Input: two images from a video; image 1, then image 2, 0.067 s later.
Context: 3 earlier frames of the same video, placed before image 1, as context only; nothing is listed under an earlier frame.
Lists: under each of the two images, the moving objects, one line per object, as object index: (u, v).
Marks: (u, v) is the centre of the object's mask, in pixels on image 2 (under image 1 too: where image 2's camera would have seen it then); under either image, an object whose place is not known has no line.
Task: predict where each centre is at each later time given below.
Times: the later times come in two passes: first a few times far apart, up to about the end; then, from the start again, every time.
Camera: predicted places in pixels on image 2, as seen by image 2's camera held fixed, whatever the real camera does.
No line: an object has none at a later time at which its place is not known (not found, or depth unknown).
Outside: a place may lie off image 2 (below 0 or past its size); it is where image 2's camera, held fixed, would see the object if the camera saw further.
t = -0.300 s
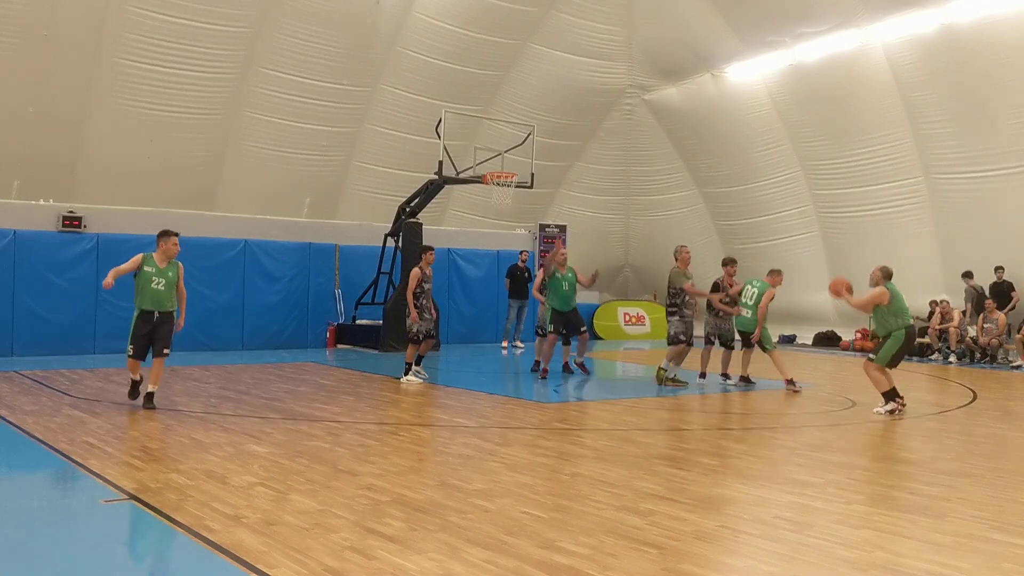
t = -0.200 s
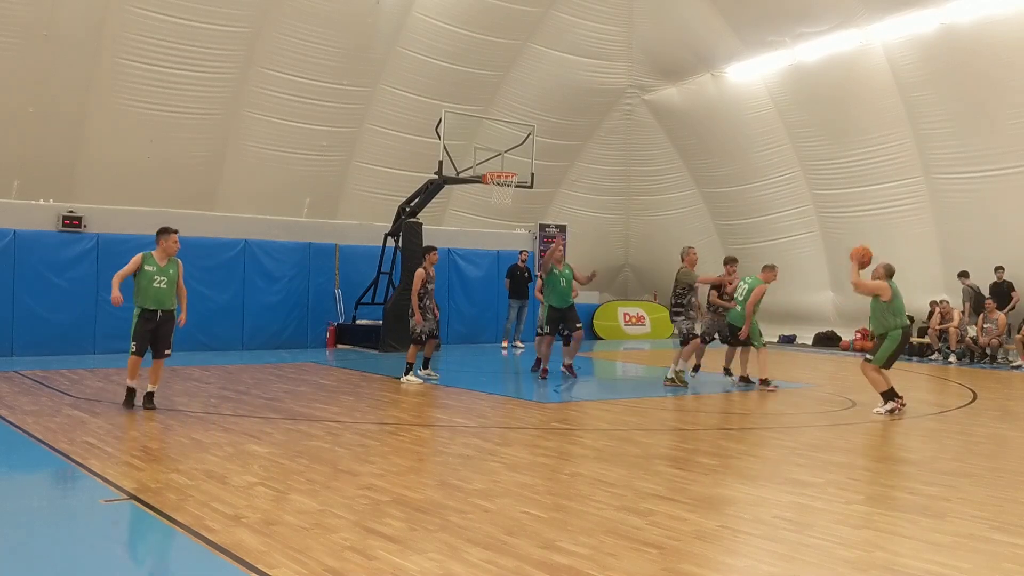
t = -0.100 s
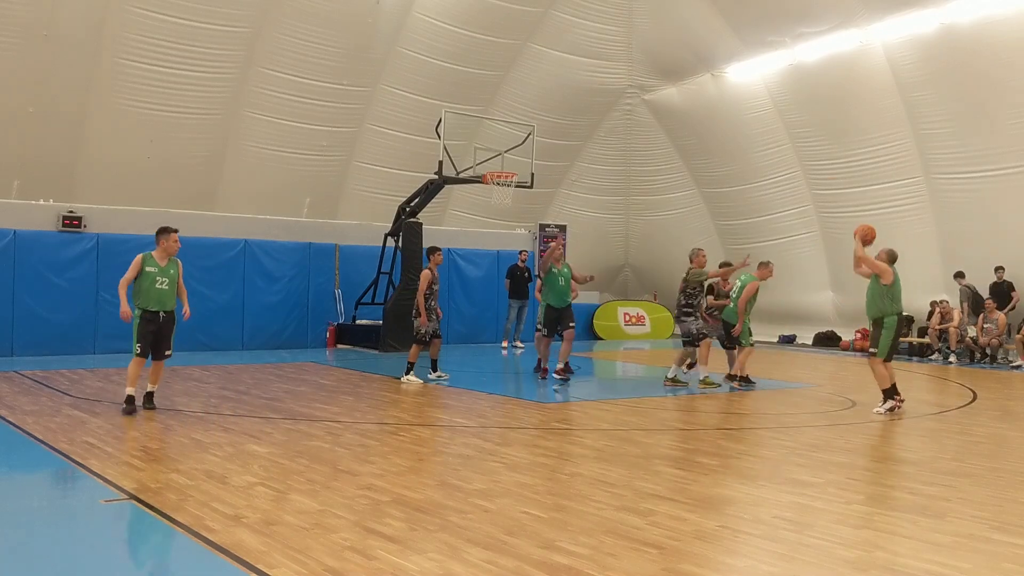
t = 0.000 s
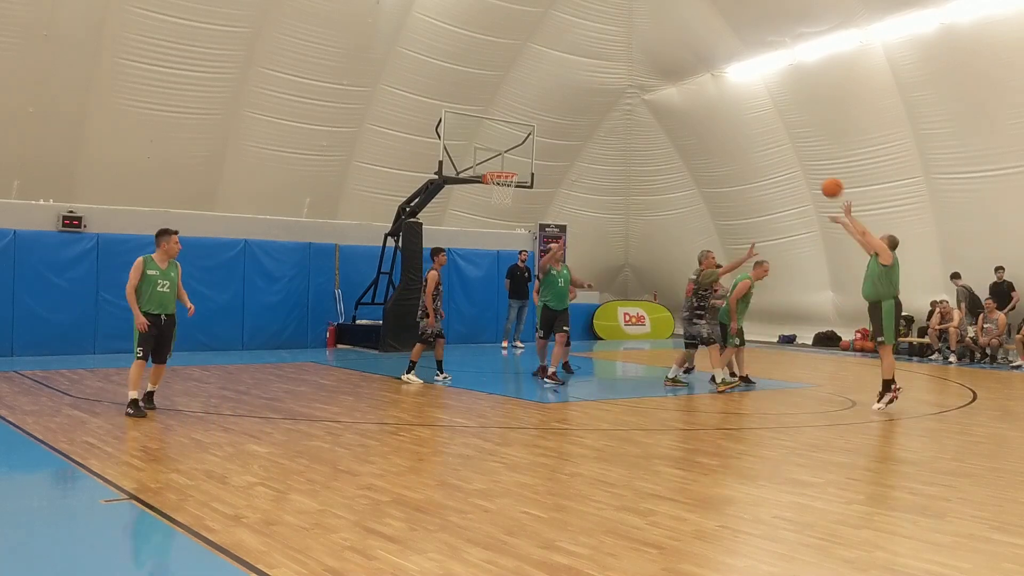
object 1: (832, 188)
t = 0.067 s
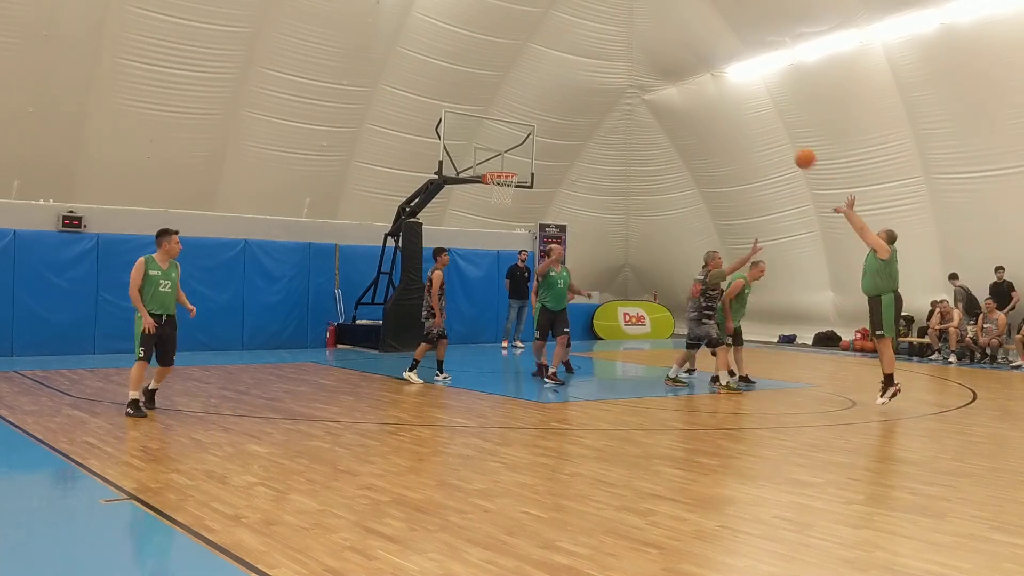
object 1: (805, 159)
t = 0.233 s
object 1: (742, 106)
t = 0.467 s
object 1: (662, 74)
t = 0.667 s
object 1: (603, 80)
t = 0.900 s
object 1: (539, 119)
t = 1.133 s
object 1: (493, 157)
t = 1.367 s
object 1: (493, 140)
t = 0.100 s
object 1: (792, 146)
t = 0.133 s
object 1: (779, 134)
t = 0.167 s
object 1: (766, 124)
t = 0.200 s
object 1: (754, 114)
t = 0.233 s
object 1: (742, 106)
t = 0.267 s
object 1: (730, 98)
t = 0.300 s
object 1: (718, 92)
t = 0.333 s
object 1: (707, 86)
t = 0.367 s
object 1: (695, 82)
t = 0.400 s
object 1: (684, 79)
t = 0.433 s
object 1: (673, 76)
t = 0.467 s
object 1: (662, 74)
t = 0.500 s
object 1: (653, 73)
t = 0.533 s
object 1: (642, 73)
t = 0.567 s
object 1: (632, 73)
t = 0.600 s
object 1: (622, 75)
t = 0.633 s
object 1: (612, 77)
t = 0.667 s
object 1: (603, 80)
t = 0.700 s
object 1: (593, 83)
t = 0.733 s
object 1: (584, 88)
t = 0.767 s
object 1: (574, 93)
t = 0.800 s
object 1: (565, 98)
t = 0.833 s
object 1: (556, 104)
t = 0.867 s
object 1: (548, 111)
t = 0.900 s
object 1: (539, 119)
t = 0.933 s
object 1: (530, 127)
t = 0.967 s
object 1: (523, 135)
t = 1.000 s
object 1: (514, 144)
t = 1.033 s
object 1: (506, 154)
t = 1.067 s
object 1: (499, 164)
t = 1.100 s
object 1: (496, 161)
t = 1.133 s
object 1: (493, 157)
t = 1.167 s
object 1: (491, 154)
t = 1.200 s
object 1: (489, 151)
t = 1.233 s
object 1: (486, 149)
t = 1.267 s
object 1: (486, 147)
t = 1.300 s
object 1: (489, 144)
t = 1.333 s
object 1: (491, 142)
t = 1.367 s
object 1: (493, 140)
